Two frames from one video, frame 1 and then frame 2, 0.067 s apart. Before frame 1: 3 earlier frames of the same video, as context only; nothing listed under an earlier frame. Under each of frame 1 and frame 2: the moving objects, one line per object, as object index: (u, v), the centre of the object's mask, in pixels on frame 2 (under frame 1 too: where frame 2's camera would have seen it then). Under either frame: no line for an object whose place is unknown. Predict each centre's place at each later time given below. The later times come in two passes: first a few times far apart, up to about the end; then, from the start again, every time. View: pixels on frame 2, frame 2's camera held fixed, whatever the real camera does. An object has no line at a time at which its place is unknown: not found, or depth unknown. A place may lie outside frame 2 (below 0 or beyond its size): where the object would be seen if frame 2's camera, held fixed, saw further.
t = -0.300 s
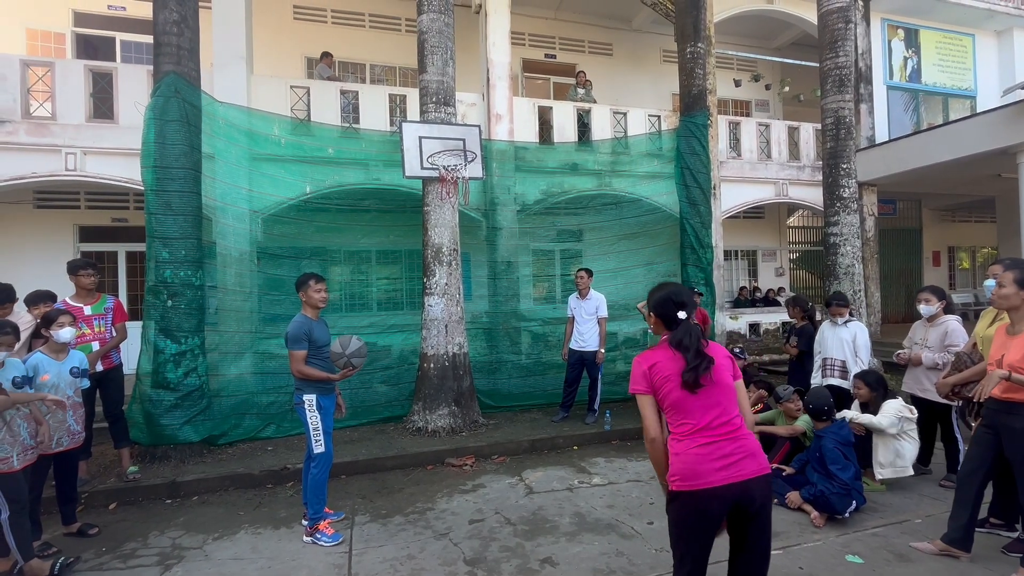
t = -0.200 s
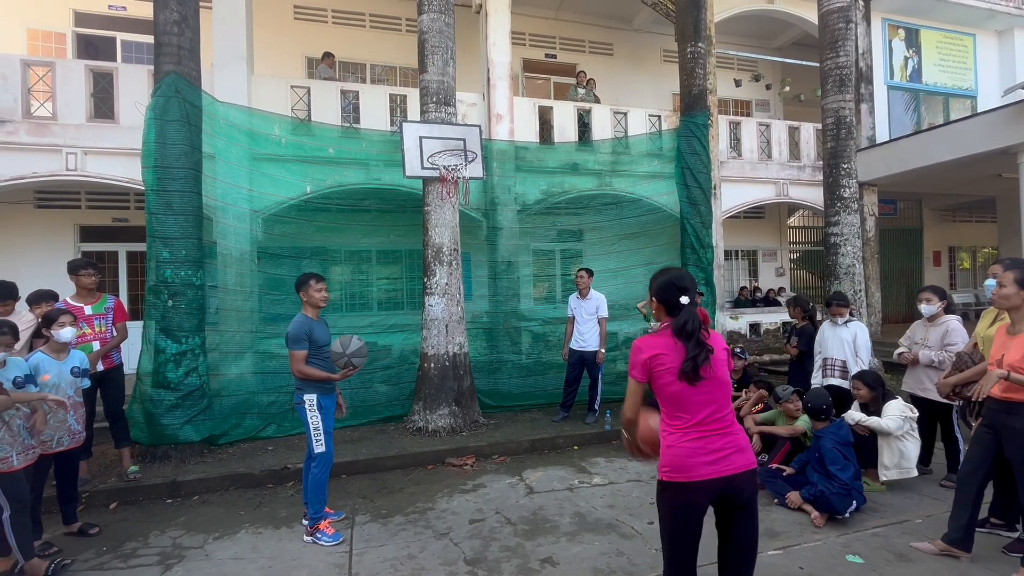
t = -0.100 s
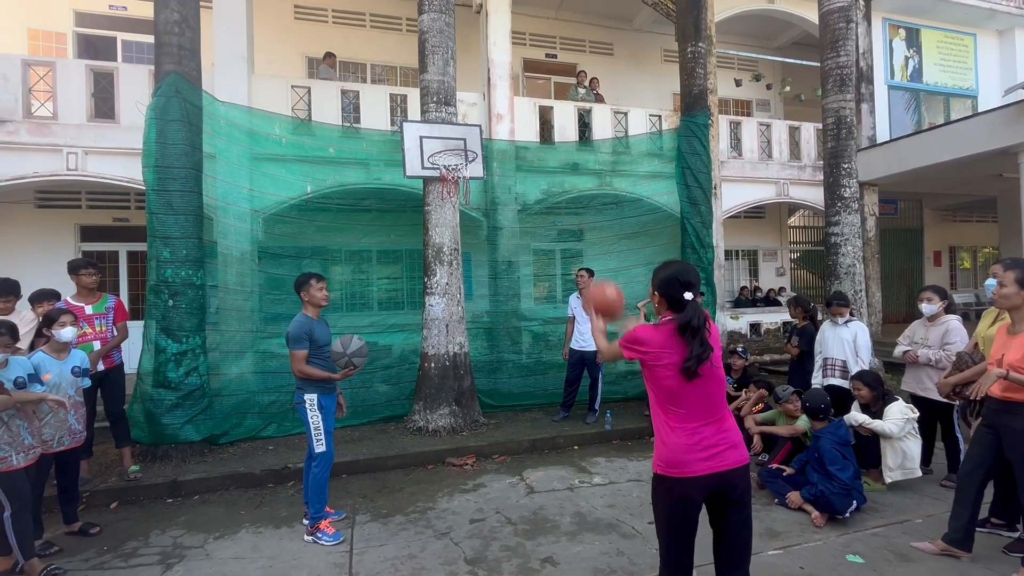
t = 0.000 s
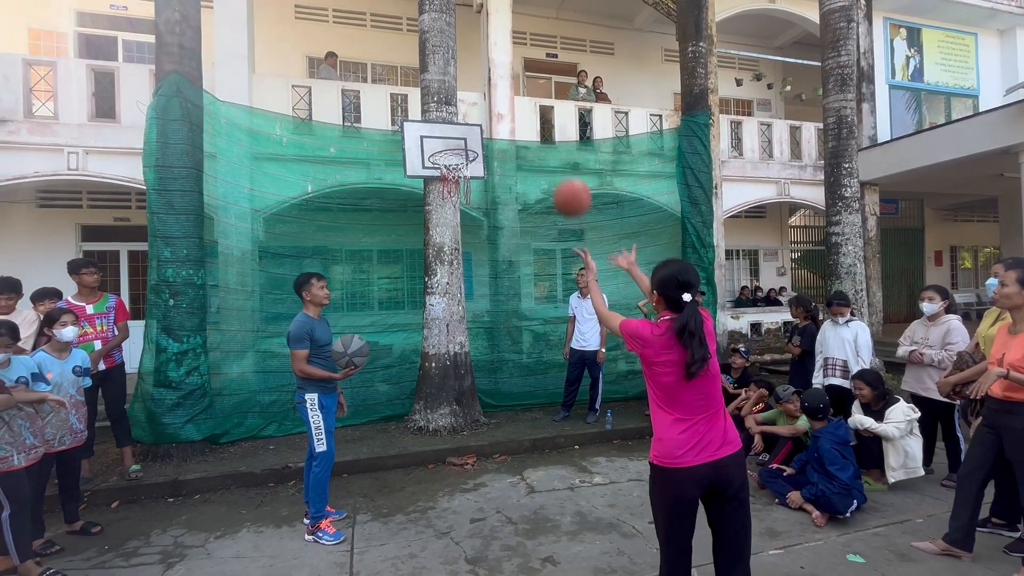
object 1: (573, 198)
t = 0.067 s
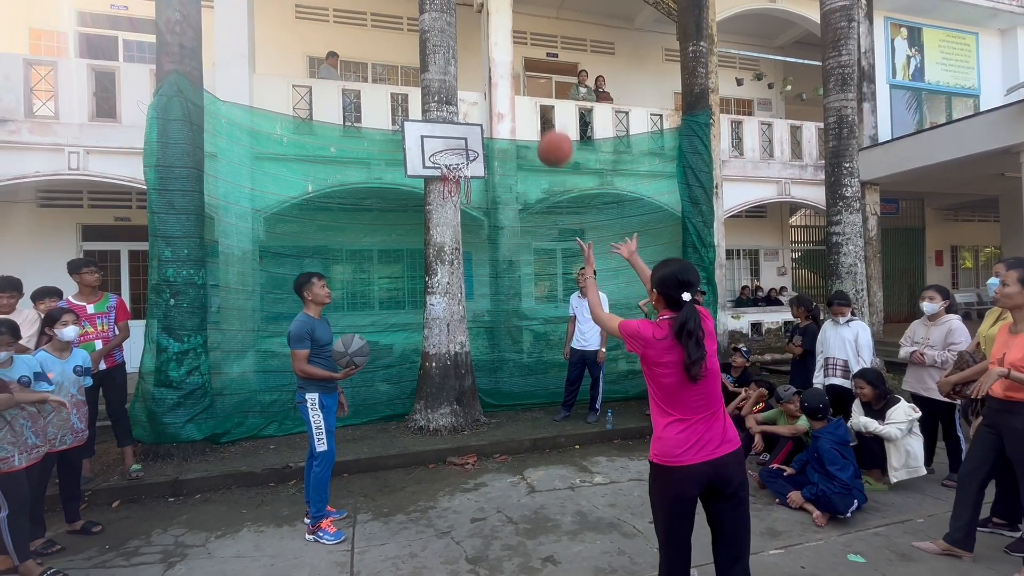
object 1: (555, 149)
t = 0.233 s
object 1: (519, 77)
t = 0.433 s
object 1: (488, 57)
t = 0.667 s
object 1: (462, 92)
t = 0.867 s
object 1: (457, 131)
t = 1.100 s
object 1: (446, 141)
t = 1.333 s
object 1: (427, 147)
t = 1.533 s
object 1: (415, 166)
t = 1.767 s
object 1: (407, 211)
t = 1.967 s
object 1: (401, 295)
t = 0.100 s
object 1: (547, 129)
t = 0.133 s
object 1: (539, 113)
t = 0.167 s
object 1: (532, 100)
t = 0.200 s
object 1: (525, 87)
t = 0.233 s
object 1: (519, 77)
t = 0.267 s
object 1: (513, 70)
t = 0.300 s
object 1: (508, 64)
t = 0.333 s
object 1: (502, 60)
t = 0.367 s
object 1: (497, 58)
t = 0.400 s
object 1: (492, 57)
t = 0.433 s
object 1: (488, 57)
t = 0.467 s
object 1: (483, 59)
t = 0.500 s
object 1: (479, 62)
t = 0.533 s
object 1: (476, 66)
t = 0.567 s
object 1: (472, 71)
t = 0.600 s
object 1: (468, 77)
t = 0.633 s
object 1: (466, 84)
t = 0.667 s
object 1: (462, 92)
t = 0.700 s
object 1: (459, 100)
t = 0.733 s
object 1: (456, 109)
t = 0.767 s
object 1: (454, 120)
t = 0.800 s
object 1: (452, 127)
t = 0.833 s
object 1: (455, 128)
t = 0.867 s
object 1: (457, 131)
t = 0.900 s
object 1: (459, 136)
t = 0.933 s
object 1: (462, 141)
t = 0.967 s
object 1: (462, 146)
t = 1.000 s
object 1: (458, 144)
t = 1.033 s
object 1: (454, 141)
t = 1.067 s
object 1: (450, 141)
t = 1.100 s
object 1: (446, 141)
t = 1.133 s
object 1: (442, 142)
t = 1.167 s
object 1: (437, 145)
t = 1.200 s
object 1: (434, 147)
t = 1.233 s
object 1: (432, 147)
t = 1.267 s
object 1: (430, 146)
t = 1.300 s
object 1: (428, 146)
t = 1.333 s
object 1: (427, 147)
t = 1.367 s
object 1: (425, 148)
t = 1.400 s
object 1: (423, 151)
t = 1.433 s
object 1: (421, 155)
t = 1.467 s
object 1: (419, 158)
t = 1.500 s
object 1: (416, 162)
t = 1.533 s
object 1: (415, 166)
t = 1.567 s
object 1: (414, 169)
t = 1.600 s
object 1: (412, 173)
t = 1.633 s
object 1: (411, 178)
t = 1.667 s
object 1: (410, 184)
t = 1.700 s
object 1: (409, 192)
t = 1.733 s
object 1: (408, 201)
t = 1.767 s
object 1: (407, 211)
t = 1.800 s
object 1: (406, 222)
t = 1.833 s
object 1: (405, 234)
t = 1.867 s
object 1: (404, 247)
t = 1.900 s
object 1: (403, 262)
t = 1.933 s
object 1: (402, 277)
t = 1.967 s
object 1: (401, 295)
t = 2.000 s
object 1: (400, 314)
